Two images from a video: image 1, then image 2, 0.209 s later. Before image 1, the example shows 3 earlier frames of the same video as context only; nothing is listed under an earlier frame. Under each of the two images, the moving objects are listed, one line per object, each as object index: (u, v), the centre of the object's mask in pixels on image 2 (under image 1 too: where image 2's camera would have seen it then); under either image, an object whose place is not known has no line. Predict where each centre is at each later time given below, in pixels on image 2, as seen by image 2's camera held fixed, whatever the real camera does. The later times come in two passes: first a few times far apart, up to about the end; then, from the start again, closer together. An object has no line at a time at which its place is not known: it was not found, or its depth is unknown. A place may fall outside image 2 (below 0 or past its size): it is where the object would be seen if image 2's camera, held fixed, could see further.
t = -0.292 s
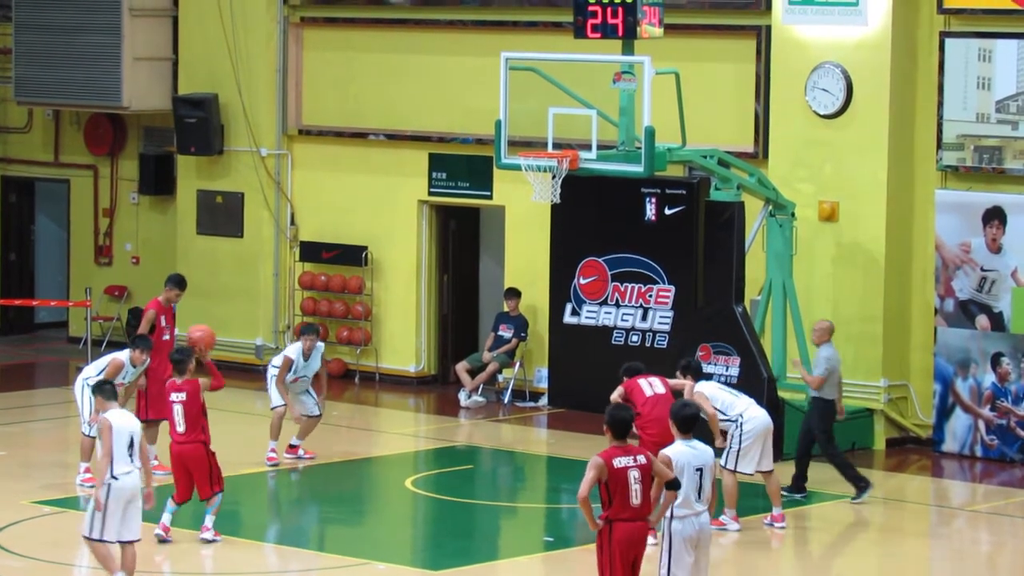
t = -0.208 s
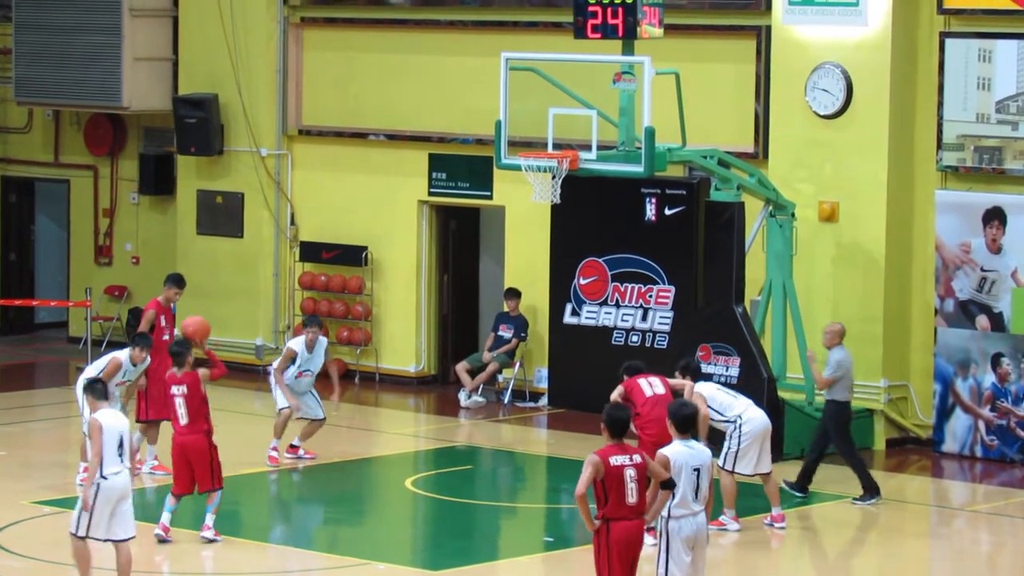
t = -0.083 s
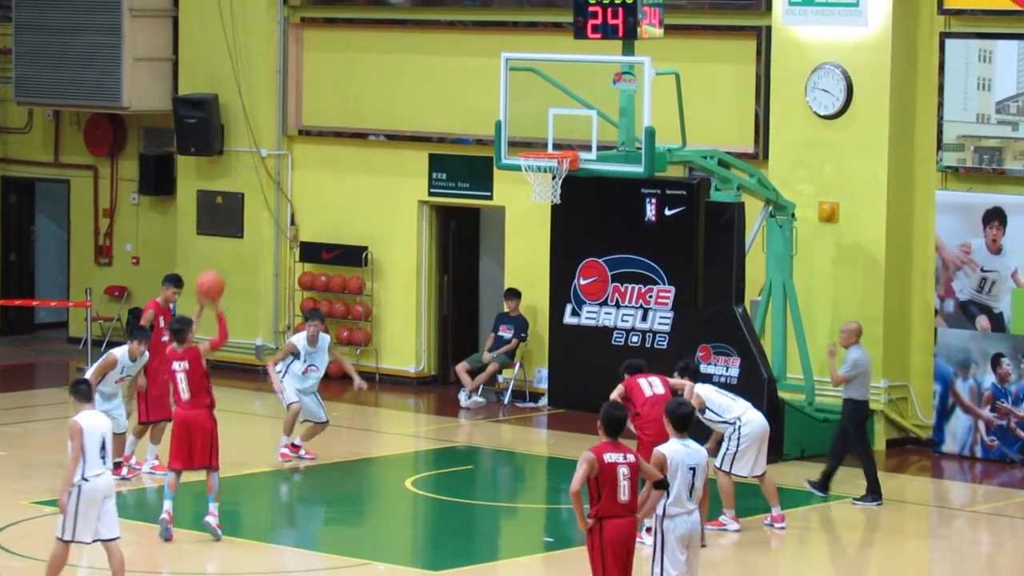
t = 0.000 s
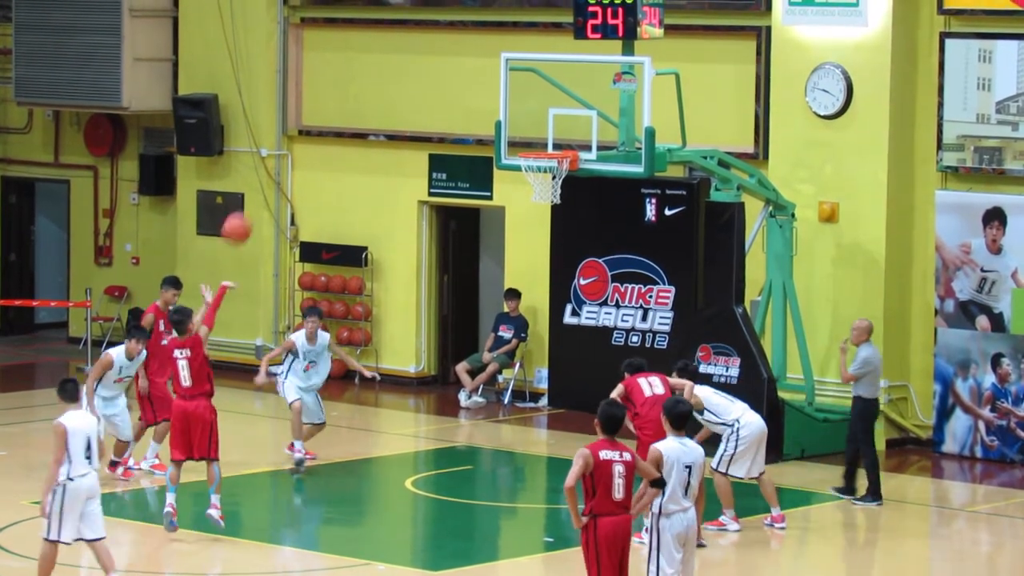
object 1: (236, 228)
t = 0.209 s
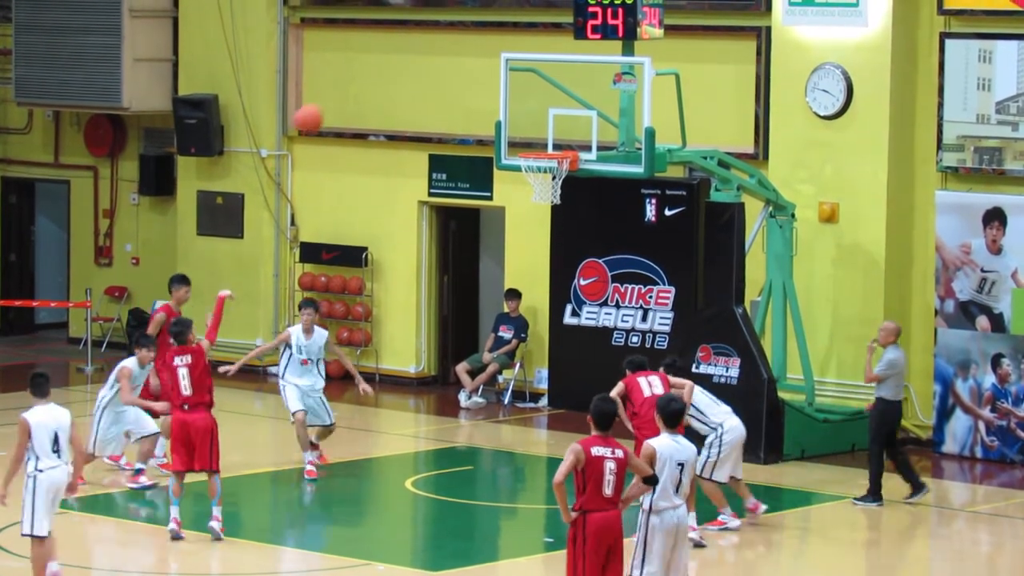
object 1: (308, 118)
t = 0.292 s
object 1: (336, 88)
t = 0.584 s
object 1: (426, 48)
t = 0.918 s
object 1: (520, 113)
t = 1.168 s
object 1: (561, 188)
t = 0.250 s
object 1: (322, 102)
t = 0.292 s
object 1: (336, 88)
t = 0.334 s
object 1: (349, 77)
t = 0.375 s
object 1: (362, 67)
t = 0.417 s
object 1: (375, 60)
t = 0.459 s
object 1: (388, 53)
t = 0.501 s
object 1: (401, 50)
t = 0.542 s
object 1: (414, 47)
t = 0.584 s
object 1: (426, 48)
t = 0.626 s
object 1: (439, 49)
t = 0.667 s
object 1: (451, 52)
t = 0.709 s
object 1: (463, 58)
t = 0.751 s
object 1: (474, 65)
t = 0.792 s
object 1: (486, 75)
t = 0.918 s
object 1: (520, 113)
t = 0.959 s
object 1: (532, 131)
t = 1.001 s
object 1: (541, 146)
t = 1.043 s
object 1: (552, 169)
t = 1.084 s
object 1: (559, 178)
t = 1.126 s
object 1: (559, 183)
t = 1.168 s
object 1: (561, 188)
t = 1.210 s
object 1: (561, 195)
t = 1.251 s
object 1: (562, 203)
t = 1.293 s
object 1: (562, 213)
